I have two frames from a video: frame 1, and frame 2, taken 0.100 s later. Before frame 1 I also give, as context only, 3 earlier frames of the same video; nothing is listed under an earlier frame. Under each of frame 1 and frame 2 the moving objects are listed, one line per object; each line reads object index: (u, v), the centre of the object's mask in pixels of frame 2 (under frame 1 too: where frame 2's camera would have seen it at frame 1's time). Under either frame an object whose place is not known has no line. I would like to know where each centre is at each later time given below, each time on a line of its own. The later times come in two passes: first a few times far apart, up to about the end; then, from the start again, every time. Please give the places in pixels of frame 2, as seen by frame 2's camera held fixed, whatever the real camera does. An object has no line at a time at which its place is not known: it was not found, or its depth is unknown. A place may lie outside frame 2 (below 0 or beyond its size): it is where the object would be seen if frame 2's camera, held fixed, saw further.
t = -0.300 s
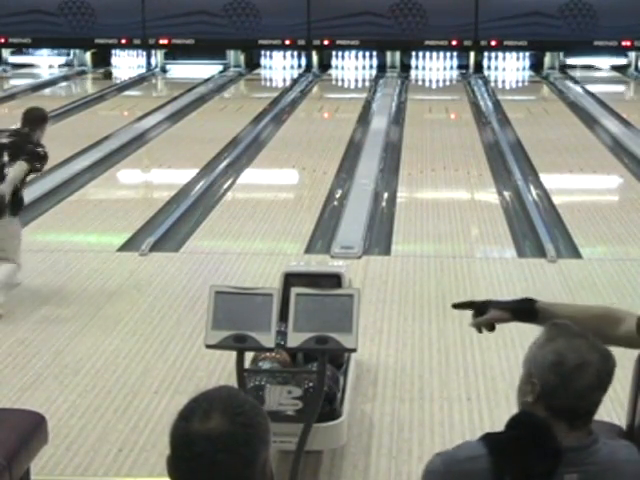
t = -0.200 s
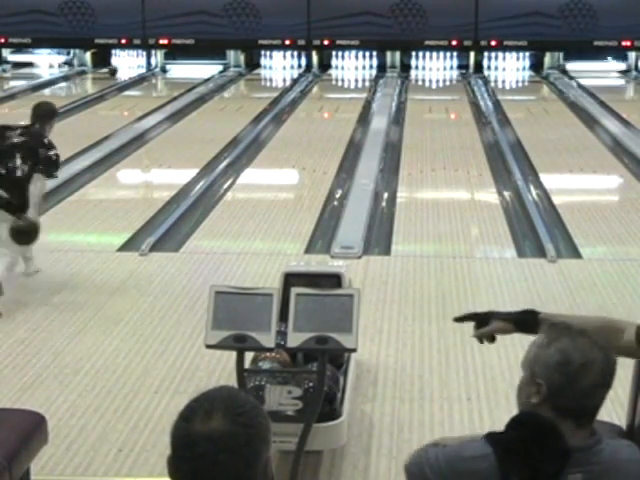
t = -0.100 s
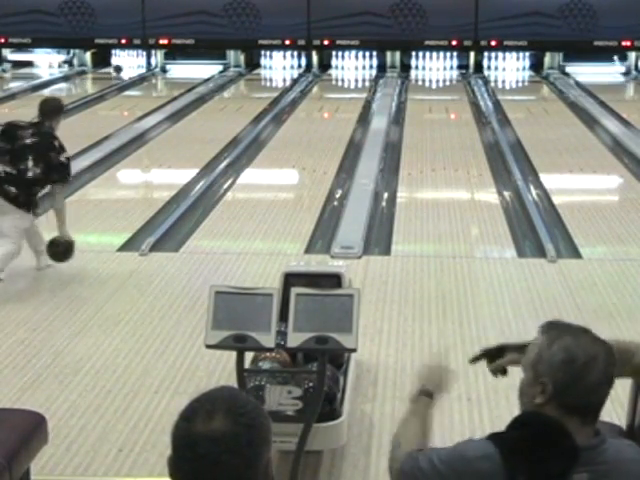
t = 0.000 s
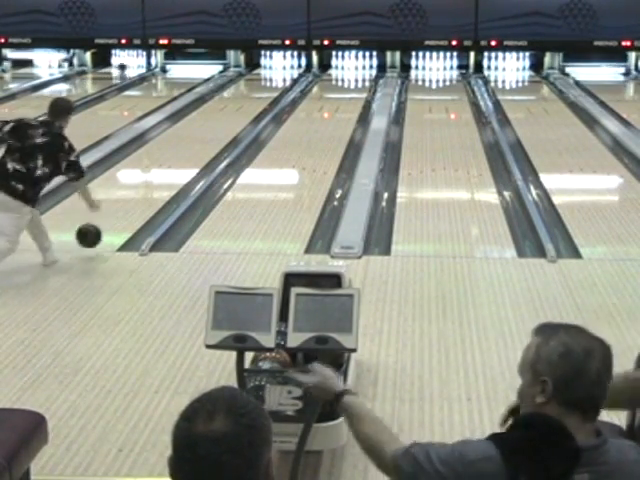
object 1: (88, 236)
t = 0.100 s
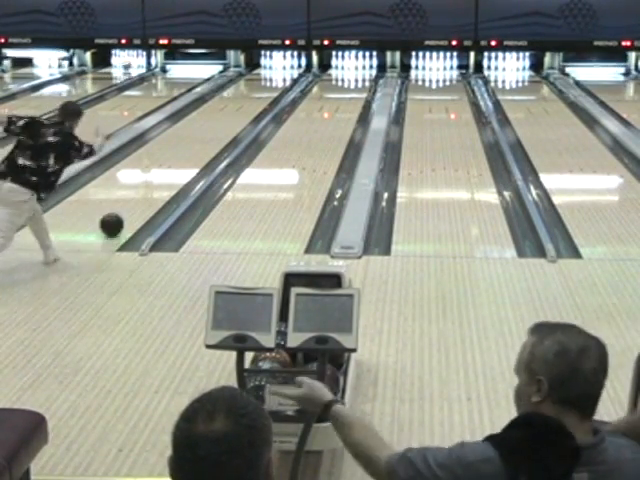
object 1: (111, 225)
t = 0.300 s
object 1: (147, 191)
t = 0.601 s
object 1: (187, 155)
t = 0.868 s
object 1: (212, 130)
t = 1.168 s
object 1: (233, 110)
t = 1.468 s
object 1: (250, 93)
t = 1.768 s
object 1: (262, 81)
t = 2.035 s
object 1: (269, 72)
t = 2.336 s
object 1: (272, 63)
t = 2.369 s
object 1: (271, 64)
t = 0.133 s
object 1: (118, 219)
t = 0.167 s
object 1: (125, 212)
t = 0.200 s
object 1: (131, 207)
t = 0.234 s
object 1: (136, 201)
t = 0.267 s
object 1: (142, 196)
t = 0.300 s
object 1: (147, 191)
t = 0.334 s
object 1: (152, 187)
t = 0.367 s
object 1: (157, 182)
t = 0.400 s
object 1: (162, 178)
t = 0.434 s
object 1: (167, 173)
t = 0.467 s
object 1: (171, 169)
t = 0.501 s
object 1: (175, 165)
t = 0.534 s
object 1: (179, 161)
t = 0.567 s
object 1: (183, 158)
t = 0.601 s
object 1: (187, 155)
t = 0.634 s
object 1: (190, 151)
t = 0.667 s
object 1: (194, 148)
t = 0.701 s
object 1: (197, 145)
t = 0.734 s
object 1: (200, 142)
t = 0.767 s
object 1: (203, 139)
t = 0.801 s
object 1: (206, 136)
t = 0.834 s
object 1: (209, 133)
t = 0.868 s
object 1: (212, 130)
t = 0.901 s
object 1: (215, 128)
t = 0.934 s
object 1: (217, 125)
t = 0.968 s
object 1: (220, 123)
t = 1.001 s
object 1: (222, 120)
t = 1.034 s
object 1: (225, 118)
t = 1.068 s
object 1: (227, 116)
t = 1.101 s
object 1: (229, 114)
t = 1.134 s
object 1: (231, 112)
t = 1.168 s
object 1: (233, 110)
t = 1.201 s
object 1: (236, 108)
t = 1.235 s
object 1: (237, 106)
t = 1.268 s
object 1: (239, 104)
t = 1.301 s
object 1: (241, 102)
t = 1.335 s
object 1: (243, 100)
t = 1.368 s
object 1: (245, 98)
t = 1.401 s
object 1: (247, 97)
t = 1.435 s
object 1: (248, 95)
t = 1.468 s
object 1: (250, 93)
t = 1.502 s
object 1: (251, 92)
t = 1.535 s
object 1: (252, 90)
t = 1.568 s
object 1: (254, 89)
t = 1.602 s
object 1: (255, 88)
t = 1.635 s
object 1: (257, 86)
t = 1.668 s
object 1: (258, 85)
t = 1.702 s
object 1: (260, 83)
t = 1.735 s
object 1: (261, 82)
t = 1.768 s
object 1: (262, 81)
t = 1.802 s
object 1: (263, 80)
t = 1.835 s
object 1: (265, 79)
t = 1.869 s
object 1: (265, 78)
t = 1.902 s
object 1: (266, 76)
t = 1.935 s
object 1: (267, 76)
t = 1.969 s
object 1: (268, 75)
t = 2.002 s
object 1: (269, 74)
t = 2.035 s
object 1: (269, 72)
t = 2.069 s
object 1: (270, 71)
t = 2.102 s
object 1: (271, 70)
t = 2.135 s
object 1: (271, 70)
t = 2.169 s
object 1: (272, 69)
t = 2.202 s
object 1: (273, 68)
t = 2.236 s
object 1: (273, 66)
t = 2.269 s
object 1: (274, 65)
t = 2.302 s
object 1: (273, 65)
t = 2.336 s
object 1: (272, 63)
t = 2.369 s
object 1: (271, 64)
